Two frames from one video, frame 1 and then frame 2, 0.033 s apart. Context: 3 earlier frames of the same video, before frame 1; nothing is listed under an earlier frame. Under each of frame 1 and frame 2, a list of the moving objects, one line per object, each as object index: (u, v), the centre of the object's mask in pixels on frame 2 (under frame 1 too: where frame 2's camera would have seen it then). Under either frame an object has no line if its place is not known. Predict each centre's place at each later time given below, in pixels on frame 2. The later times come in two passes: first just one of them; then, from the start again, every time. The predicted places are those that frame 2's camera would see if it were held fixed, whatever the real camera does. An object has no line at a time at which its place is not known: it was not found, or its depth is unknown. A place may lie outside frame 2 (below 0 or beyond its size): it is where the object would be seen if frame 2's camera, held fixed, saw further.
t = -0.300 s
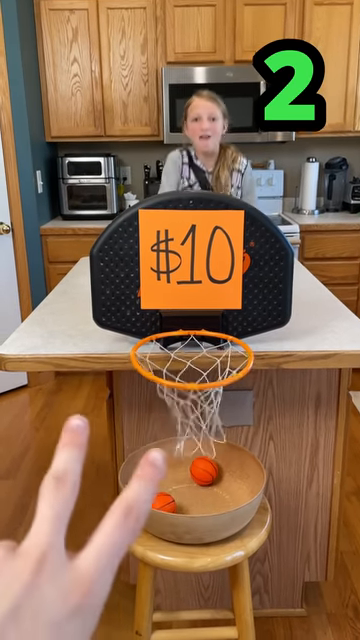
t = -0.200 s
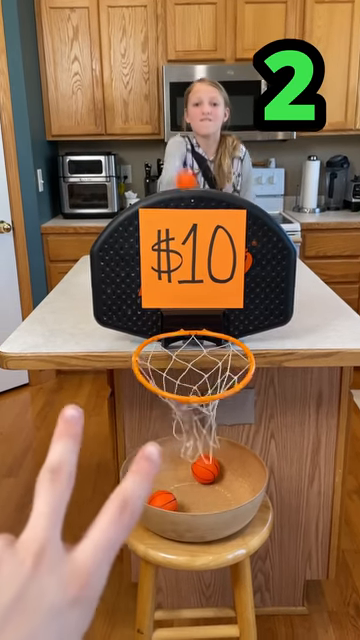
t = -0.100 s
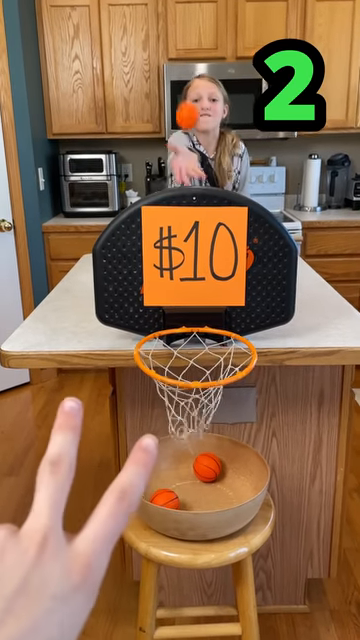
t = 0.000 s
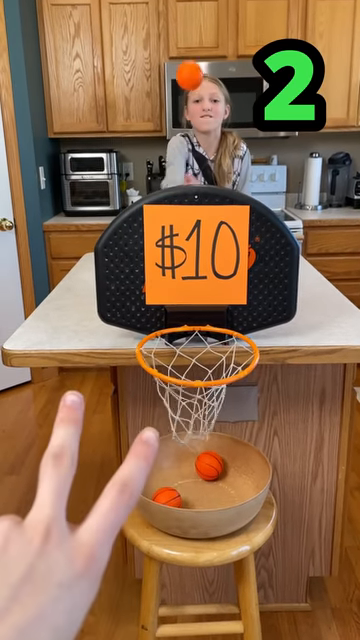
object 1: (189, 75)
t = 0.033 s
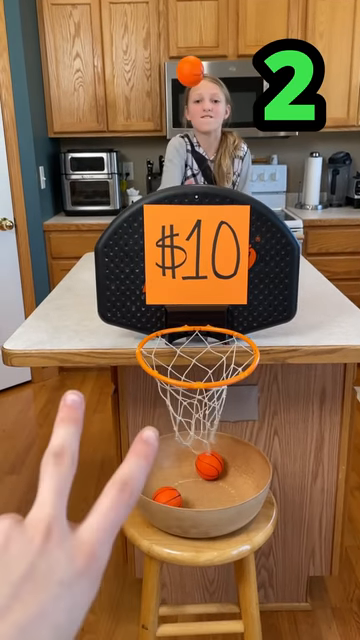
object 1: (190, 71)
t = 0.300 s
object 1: (196, 268)
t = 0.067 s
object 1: (190, 72)
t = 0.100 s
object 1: (190, 79)
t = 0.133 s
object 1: (191, 91)
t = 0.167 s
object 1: (191, 111)
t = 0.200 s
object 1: (191, 139)
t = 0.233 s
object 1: (193, 177)
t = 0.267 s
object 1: (194, 217)
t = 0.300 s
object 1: (196, 268)
